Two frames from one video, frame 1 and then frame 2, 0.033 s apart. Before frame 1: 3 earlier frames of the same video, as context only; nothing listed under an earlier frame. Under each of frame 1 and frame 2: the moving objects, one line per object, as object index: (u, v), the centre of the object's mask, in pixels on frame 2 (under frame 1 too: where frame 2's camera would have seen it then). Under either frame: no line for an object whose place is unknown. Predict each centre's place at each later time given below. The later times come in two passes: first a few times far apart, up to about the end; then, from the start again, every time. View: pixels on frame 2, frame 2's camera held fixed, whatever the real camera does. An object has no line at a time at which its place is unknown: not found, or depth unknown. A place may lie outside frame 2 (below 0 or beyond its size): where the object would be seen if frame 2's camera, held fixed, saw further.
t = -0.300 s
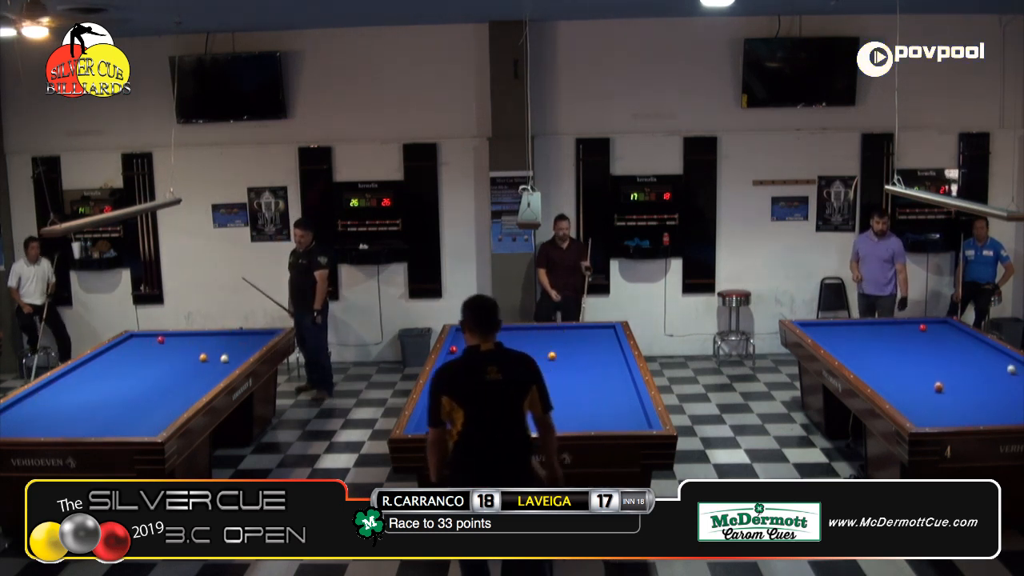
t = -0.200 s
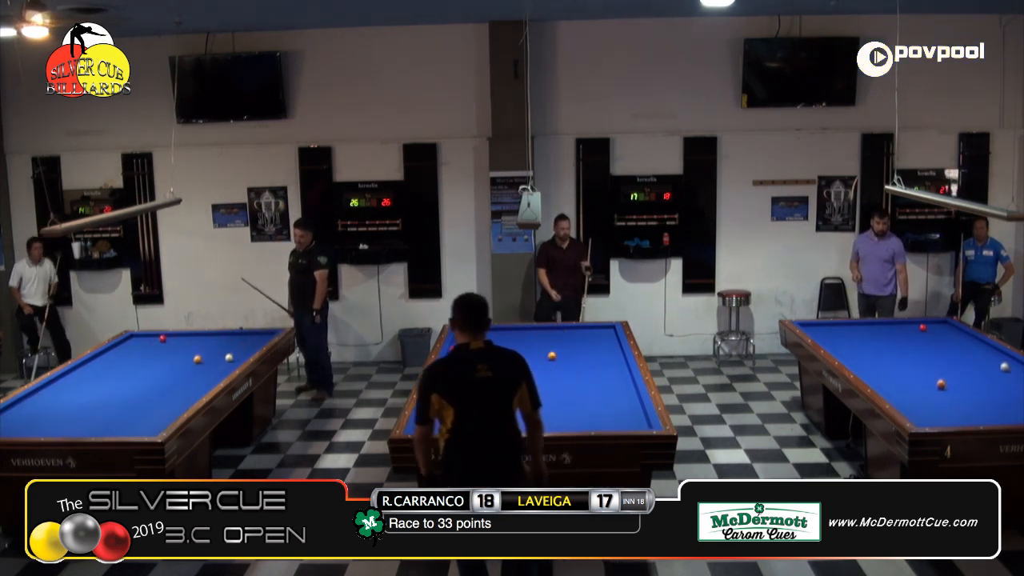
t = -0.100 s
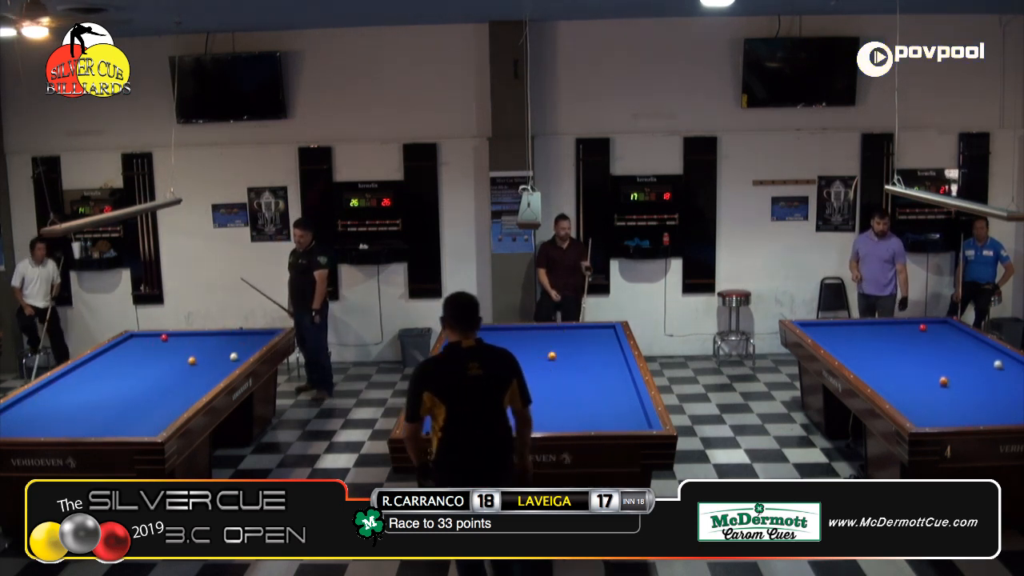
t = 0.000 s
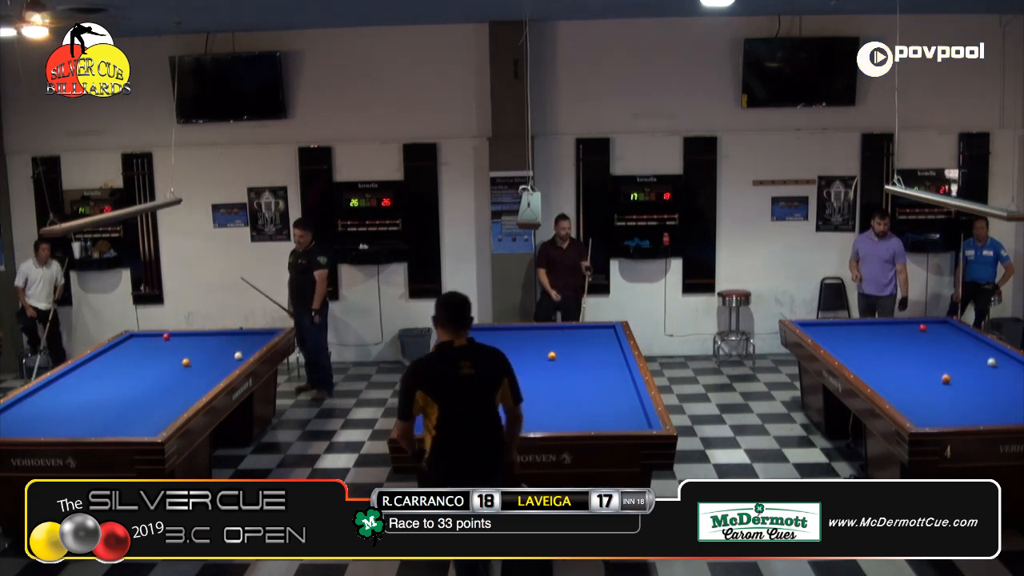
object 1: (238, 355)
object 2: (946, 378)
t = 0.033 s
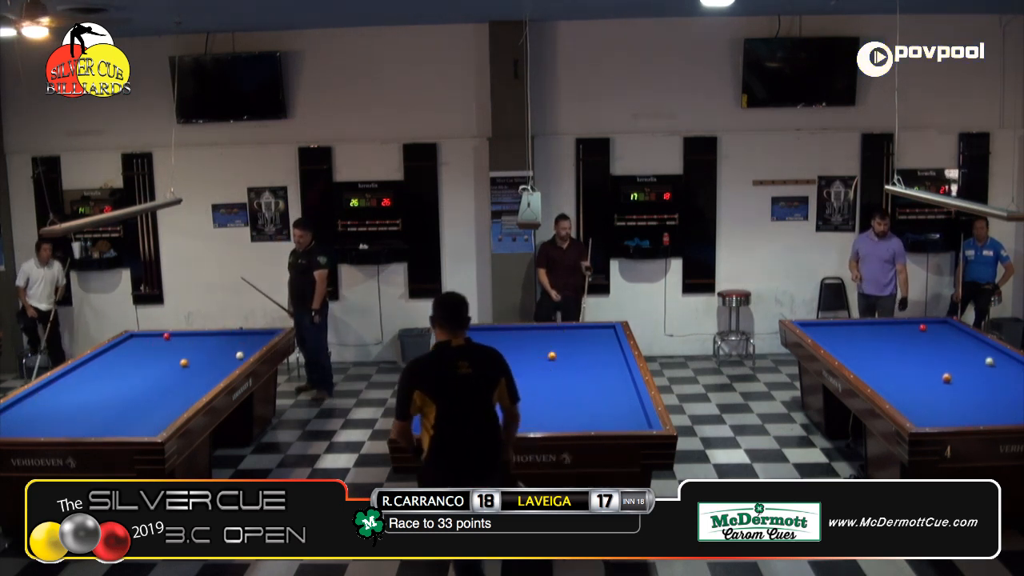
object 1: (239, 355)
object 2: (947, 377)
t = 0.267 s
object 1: (245, 353)
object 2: (952, 372)
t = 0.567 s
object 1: (243, 351)
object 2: (959, 365)
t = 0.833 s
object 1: (241, 350)
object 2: (964, 359)
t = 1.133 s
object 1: (239, 348)
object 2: (969, 353)
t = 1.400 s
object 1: (237, 347)
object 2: (973, 348)
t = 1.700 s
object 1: (235, 346)
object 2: (978, 343)
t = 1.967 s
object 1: (233, 345)
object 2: (976, 339)
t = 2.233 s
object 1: (232, 344)
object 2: (965, 336)
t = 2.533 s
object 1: (230, 343)
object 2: (953, 333)
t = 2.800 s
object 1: (229, 343)
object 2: (944, 330)
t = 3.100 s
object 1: (228, 342)
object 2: (933, 328)
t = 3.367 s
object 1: (227, 341)
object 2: (925, 325)
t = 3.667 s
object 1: (226, 340)
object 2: (915, 323)
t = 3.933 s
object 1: (225, 340)
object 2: (908, 321)
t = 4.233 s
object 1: (225, 339)
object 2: (907, 322)
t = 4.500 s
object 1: (225, 339)
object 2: (907, 324)
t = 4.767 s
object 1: (224, 339)
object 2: (906, 325)
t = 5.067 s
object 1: (224, 338)
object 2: (905, 326)
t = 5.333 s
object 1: (224, 338)
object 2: (905, 327)
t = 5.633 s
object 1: (224, 338)
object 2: (904, 328)
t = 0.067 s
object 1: (240, 354)
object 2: (948, 377)
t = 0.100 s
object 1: (242, 354)
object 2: (949, 376)
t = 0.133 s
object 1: (243, 354)
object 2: (949, 375)
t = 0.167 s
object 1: (245, 353)
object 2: (950, 374)
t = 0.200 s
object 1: (246, 353)
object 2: (951, 374)
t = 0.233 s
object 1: (245, 353)
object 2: (952, 373)
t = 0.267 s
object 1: (245, 353)
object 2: (952, 372)
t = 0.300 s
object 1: (245, 352)
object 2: (953, 371)
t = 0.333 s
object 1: (244, 352)
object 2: (954, 370)
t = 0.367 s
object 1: (244, 352)
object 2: (954, 370)
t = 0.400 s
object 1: (244, 352)
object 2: (955, 369)
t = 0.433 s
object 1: (244, 352)
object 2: (956, 368)
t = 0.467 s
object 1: (243, 352)
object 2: (957, 367)
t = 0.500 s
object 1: (243, 352)
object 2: (957, 367)
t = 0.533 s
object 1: (243, 351)
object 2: (958, 366)
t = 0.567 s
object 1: (243, 351)
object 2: (959, 365)
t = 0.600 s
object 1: (242, 351)
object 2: (959, 364)
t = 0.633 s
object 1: (242, 351)
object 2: (960, 363)
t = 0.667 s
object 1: (242, 351)
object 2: (961, 363)
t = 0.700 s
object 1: (242, 351)
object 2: (961, 362)
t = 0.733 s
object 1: (241, 350)
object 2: (962, 361)
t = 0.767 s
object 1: (241, 350)
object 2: (963, 361)
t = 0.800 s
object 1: (241, 350)
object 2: (963, 360)
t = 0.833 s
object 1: (241, 350)
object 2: (964, 359)
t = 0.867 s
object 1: (241, 350)
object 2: (965, 358)
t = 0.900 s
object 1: (240, 350)
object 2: (965, 358)
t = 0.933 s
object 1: (240, 349)
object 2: (965, 357)
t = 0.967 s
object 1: (240, 349)
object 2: (966, 356)
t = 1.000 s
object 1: (240, 349)
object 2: (967, 355)
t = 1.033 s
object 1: (239, 349)
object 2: (967, 355)
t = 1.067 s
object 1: (239, 349)
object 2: (967, 354)
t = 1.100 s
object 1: (239, 349)
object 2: (968, 354)
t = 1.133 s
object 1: (239, 348)
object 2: (969, 353)
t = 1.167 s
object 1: (238, 348)
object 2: (969, 352)
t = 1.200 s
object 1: (238, 348)
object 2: (970, 352)
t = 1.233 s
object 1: (238, 348)
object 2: (971, 351)
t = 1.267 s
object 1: (238, 348)
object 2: (971, 351)
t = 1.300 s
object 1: (238, 348)
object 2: (972, 350)
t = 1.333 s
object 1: (237, 347)
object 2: (972, 349)
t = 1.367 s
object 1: (237, 347)
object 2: (973, 349)
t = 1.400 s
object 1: (237, 347)
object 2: (973, 348)
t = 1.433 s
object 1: (237, 347)
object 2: (974, 347)
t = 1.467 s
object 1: (237, 346)
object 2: (974, 347)
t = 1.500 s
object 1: (236, 347)
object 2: (975, 346)
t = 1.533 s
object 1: (236, 347)
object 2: (975, 346)
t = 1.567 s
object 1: (236, 346)
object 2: (976, 345)
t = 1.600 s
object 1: (235, 346)
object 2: (976, 345)
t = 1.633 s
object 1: (235, 346)
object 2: (977, 344)
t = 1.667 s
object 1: (235, 346)
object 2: (977, 343)
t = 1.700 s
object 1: (235, 346)
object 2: (978, 343)
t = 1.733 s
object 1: (235, 346)
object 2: (979, 343)
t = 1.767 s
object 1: (234, 346)
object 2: (979, 342)
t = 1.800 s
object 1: (234, 346)
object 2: (979, 342)
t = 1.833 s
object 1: (234, 346)
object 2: (980, 341)
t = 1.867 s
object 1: (234, 345)
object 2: (980, 340)
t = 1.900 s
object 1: (234, 345)
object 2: (979, 340)
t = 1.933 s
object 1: (233, 345)
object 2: (977, 340)
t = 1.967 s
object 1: (233, 345)
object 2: (976, 339)
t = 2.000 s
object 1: (233, 345)
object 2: (975, 339)
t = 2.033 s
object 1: (233, 345)
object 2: (973, 339)
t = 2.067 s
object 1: (232, 345)
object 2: (972, 338)
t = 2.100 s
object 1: (232, 345)
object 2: (970, 337)
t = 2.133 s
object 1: (232, 345)
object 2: (969, 337)
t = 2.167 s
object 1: (232, 344)
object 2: (968, 337)
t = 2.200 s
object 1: (232, 344)
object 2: (966, 336)
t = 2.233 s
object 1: (232, 344)
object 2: (965, 336)
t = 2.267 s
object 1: (231, 344)
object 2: (964, 336)
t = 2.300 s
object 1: (231, 344)
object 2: (963, 335)
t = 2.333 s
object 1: (231, 344)
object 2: (962, 335)
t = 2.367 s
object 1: (231, 344)
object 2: (960, 334)
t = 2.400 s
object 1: (231, 344)
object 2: (959, 334)
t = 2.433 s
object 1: (230, 344)
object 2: (958, 334)
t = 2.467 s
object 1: (230, 344)
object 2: (956, 333)
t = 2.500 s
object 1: (230, 344)
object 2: (955, 333)
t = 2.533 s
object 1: (230, 343)
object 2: (953, 333)
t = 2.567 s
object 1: (230, 343)
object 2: (952, 333)
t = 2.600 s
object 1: (230, 343)
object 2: (951, 332)
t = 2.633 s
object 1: (229, 343)
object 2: (950, 332)
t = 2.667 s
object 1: (229, 343)
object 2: (949, 331)
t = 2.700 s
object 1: (229, 343)
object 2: (947, 331)
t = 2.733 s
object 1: (229, 343)
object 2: (946, 331)
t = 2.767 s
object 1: (229, 343)
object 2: (945, 331)
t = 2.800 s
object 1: (229, 343)
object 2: (944, 330)
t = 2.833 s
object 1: (229, 343)
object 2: (943, 330)
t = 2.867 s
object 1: (228, 342)
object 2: (942, 330)
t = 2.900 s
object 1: (228, 342)
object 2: (940, 329)
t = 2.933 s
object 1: (228, 342)
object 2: (939, 329)
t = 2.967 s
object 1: (228, 342)
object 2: (938, 329)
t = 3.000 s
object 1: (228, 342)
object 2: (937, 329)
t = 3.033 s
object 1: (228, 342)
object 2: (936, 328)
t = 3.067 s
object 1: (228, 342)
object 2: (934, 328)
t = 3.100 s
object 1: (228, 342)
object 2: (933, 328)
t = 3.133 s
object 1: (228, 342)
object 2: (932, 327)
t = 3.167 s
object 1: (227, 342)
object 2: (931, 327)
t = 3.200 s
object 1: (227, 342)
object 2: (930, 327)
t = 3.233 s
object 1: (227, 341)
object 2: (929, 326)
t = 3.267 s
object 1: (227, 341)
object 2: (928, 326)
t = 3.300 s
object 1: (227, 341)
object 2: (927, 325)
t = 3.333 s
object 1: (227, 341)
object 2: (926, 325)
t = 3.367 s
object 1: (227, 341)
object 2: (925, 325)
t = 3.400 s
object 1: (227, 341)
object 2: (924, 324)
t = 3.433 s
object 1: (227, 341)
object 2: (922, 324)
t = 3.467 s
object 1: (227, 341)
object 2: (921, 323)
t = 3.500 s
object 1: (227, 341)
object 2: (920, 323)
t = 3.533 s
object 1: (226, 341)
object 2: (919, 323)
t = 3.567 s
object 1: (226, 340)
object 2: (918, 323)
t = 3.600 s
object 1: (226, 340)
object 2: (917, 323)
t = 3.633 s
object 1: (226, 340)
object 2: (916, 323)
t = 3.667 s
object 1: (226, 340)
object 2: (915, 323)
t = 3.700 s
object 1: (226, 340)
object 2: (914, 322)
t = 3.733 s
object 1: (226, 340)
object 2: (913, 322)
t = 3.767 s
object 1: (226, 340)
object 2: (912, 322)
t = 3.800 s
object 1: (226, 340)
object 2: (911, 322)
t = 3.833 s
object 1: (226, 340)
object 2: (910, 322)
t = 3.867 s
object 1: (226, 340)
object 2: (909, 321)
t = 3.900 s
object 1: (226, 340)
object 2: (908, 321)
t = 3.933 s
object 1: (225, 340)
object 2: (908, 321)
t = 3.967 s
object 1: (225, 340)
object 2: (908, 321)
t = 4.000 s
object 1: (225, 339)
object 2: (908, 321)
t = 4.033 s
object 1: (225, 339)
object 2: (908, 322)
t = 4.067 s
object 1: (225, 339)
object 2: (908, 322)
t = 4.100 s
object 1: (225, 339)
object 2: (908, 322)
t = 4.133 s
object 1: (225, 339)
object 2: (908, 322)
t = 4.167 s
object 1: (225, 339)
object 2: (908, 322)
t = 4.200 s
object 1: (225, 339)
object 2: (908, 322)
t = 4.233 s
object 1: (225, 339)
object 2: (907, 322)
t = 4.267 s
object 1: (225, 339)
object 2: (907, 322)
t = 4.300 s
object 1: (225, 339)
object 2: (907, 323)
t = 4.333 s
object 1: (225, 339)
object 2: (907, 323)
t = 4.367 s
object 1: (225, 339)
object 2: (907, 323)
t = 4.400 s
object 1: (225, 339)
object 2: (907, 323)
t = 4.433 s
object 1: (225, 339)
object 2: (907, 323)
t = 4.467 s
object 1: (225, 339)
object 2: (907, 324)
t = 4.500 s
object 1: (225, 339)
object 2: (907, 324)
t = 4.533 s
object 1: (225, 339)
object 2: (907, 324)
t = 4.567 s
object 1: (224, 339)
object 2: (907, 324)
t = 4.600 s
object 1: (224, 339)
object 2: (907, 324)
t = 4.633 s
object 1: (224, 339)
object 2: (907, 324)
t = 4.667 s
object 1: (224, 339)
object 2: (906, 324)
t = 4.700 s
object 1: (224, 339)
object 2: (906, 325)
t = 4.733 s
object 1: (224, 339)
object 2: (906, 325)
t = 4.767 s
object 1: (224, 339)
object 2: (906, 325)
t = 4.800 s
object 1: (224, 339)
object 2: (906, 325)
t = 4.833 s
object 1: (224, 339)
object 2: (906, 325)
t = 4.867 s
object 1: (224, 339)
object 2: (906, 325)
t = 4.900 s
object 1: (224, 339)
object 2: (906, 325)
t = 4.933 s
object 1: (224, 339)
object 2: (906, 325)
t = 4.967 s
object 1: (224, 339)
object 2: (906, 325)
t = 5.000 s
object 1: (224, 339)
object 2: (906, 326)
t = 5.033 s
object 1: (224, 338)
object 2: (906, 326)
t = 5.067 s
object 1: (224, 338)
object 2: (905, 326)
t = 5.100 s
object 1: (224, 338)
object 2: (905, 326)
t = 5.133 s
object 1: (224, 338)
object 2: (905, 326)
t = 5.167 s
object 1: (224, 338)
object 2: (905, 326)
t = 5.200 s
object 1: (224, 338)
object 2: (905, 326)
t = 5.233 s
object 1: (224, 338)
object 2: (905, 327)
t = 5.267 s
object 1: (224, 338)
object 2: (905, 327)
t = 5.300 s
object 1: (224, 338)
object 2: (905, 327)
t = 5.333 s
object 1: (224, 338)
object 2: (905, 327)
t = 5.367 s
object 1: (224, 338)
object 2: (905, 327)
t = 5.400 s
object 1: (224, 338)
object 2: (905, 327)
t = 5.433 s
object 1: (224, 338)
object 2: (904, 327)
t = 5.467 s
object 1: (224, 338)
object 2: (904, 328)
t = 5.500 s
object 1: (224, 338)
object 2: (904, 328)
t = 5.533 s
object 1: (224, 338)
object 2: (904, 328)
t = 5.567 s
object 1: (224, 338)
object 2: (904, 328)
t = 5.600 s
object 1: (224, 338)
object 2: (904, 328)
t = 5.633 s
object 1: (224, 338)
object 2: (904, 328)
